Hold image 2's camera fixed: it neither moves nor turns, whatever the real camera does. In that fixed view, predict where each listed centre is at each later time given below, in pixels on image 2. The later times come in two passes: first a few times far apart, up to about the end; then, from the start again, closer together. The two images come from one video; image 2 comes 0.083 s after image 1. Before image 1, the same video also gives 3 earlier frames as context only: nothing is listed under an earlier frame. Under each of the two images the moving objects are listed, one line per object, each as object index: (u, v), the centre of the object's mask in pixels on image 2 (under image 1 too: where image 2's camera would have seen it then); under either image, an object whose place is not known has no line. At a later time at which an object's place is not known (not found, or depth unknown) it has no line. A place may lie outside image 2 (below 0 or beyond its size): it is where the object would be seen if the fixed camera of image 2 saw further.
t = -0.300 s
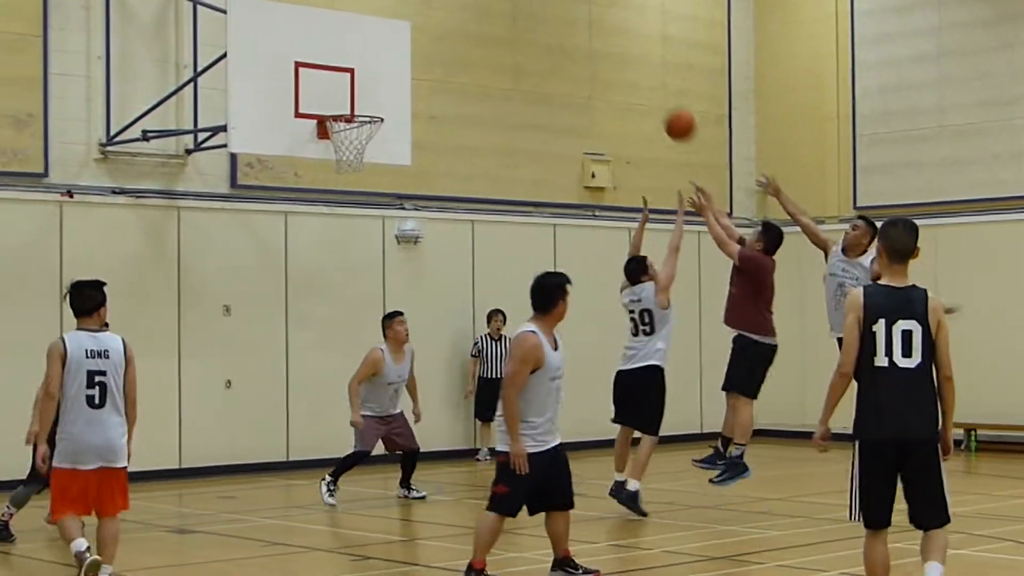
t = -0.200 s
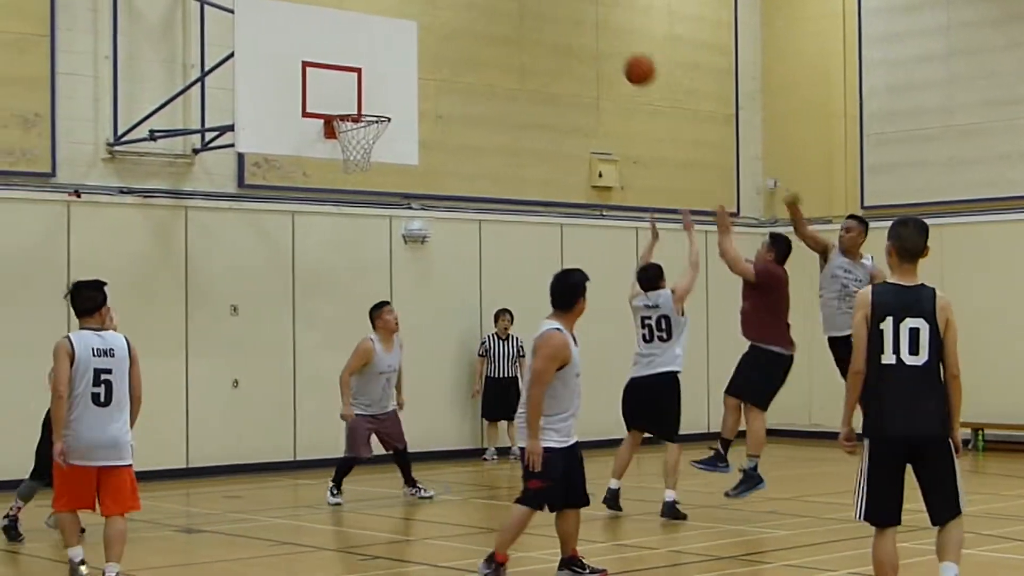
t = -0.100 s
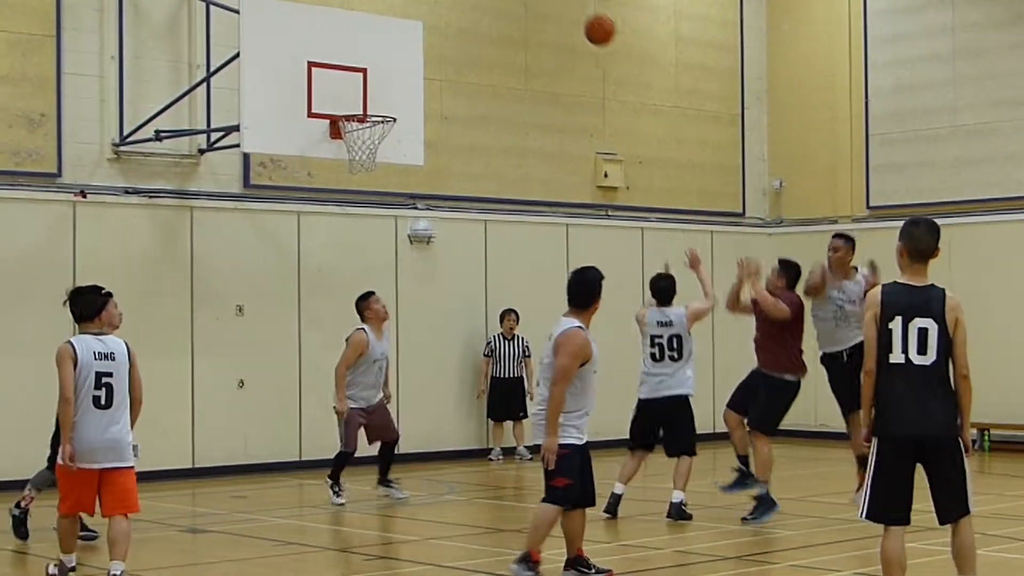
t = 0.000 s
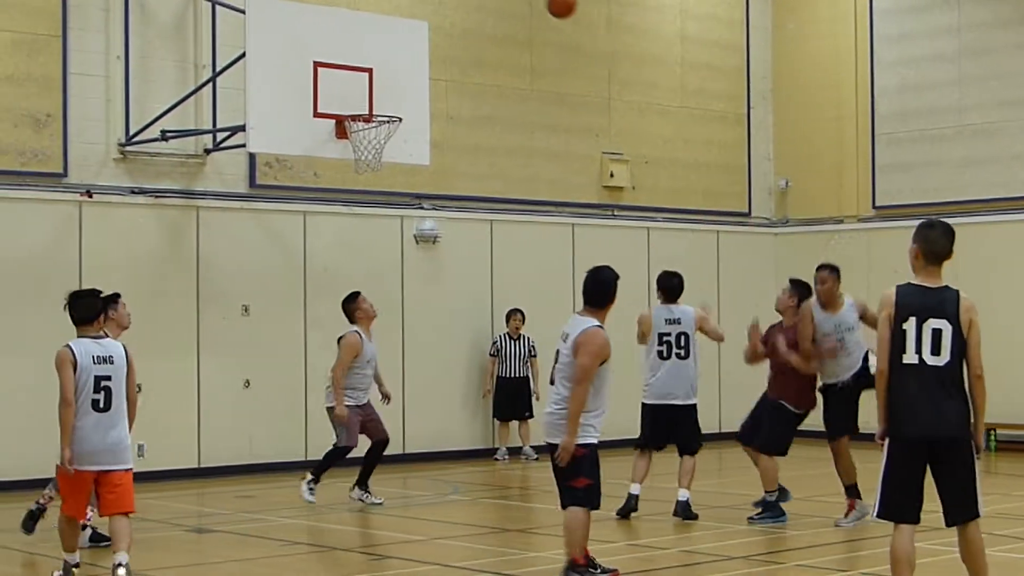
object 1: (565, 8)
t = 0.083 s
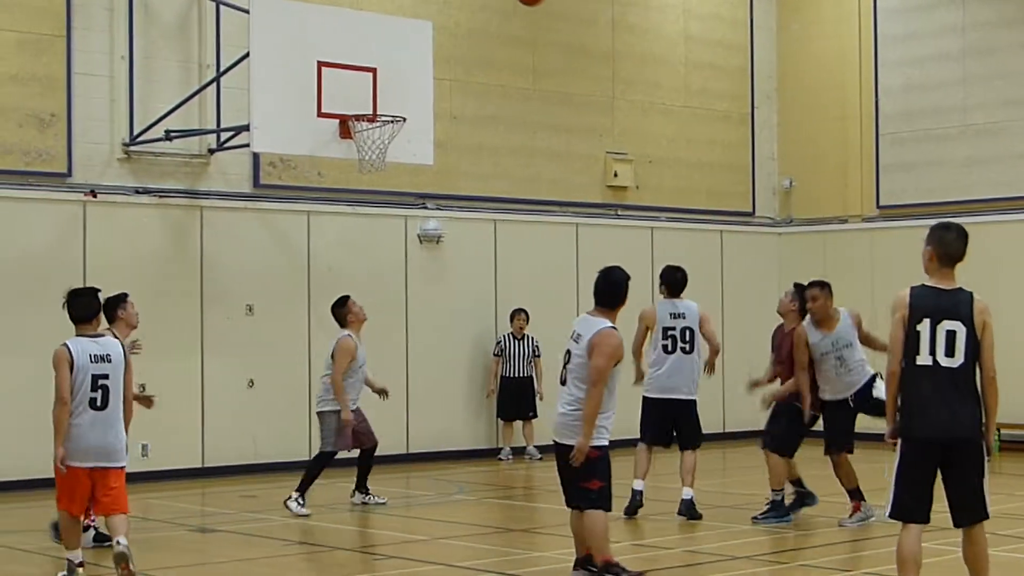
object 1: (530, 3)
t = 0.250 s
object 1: (463, 3)
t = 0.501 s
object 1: (367, 59)
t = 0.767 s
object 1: (379, 140)
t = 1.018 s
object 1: (371, 151)
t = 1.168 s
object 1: (370, 173)
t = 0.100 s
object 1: (523, 2)
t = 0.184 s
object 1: (489, 1)
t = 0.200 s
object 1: (482, 2)
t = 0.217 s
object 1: (476, 2)
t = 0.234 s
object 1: (469, 3)
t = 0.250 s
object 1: (463, 3)
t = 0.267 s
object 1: (456, 4)
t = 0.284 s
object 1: (450, 5)
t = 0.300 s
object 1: (443, 7)
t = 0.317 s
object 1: (436, 8)
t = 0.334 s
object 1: (431, 10)
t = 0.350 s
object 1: (423, 12)
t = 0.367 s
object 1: (417, 15)
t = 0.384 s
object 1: (411, 20)
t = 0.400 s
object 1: (405, 24)
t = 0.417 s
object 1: (398, 30)
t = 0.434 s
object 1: (392, 35)
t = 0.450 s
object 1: (386, 40)
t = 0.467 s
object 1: (380, 47)
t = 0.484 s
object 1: (374, 53)
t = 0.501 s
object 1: (367, 59)
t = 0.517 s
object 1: (361, 67)
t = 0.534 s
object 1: (359, 72)
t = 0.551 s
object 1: (361, 77)
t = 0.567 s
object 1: (363, 81)
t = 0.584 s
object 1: (366, 86)
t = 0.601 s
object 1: (369, 92)
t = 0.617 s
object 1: (372, 97)
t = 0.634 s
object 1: (375, 104)
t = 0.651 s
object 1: (378, 109)
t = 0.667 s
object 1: (380, 116)
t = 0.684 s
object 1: (380, 120)
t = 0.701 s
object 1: (380, 124)
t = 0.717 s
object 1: (380, 128)
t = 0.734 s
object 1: (380, 131)
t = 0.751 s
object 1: (380, 136)
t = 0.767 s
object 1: (379, 140)
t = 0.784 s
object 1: (379, 143)
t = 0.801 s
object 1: (378, 144)
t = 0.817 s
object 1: (377, 144)
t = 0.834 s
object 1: (376, 144)
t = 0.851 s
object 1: (376, 144)
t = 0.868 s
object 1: (375, 143)
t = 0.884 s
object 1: (374, 143)
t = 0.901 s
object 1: (374, 143)
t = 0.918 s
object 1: (374, 144)
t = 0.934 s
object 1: (373, 144)
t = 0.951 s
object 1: (373, 145)
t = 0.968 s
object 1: (372, 146)
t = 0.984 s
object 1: (371, 148)
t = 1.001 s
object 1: (371, 149)
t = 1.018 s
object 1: (371, 151)
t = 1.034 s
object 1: (371, 153)
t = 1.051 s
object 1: (370, 155)
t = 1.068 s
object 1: (370, 157)
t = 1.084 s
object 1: (370, 158)
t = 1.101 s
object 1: (370, 161)
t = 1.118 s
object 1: (370, 163)
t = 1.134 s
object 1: (370, 166)
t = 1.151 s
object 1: (370, 170)
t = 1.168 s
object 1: (370, 173)
